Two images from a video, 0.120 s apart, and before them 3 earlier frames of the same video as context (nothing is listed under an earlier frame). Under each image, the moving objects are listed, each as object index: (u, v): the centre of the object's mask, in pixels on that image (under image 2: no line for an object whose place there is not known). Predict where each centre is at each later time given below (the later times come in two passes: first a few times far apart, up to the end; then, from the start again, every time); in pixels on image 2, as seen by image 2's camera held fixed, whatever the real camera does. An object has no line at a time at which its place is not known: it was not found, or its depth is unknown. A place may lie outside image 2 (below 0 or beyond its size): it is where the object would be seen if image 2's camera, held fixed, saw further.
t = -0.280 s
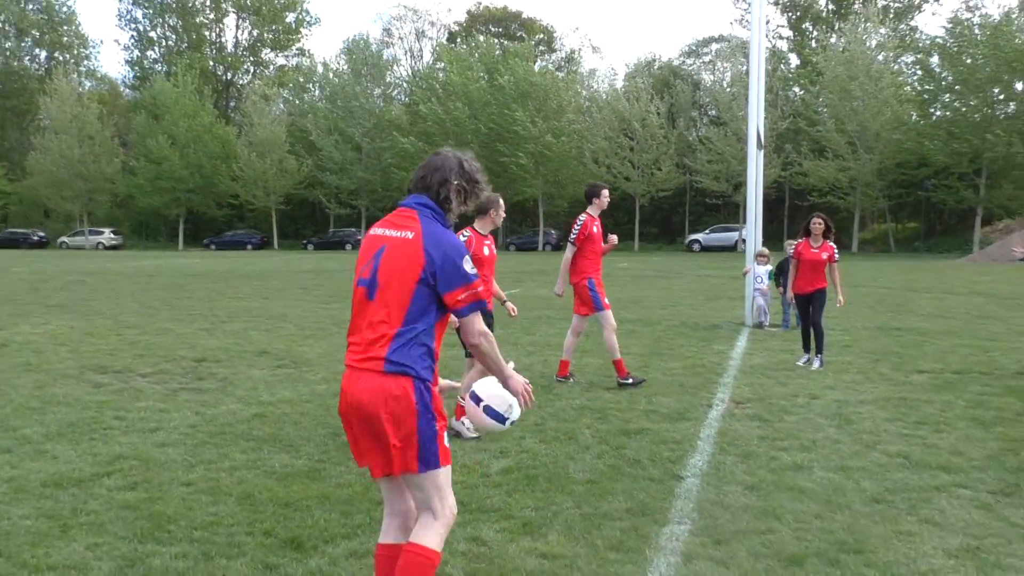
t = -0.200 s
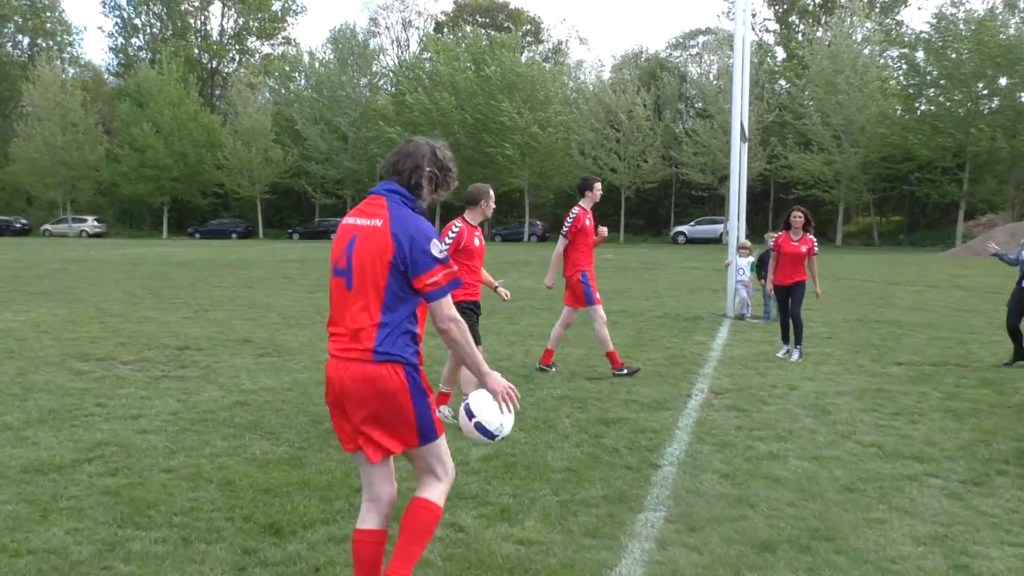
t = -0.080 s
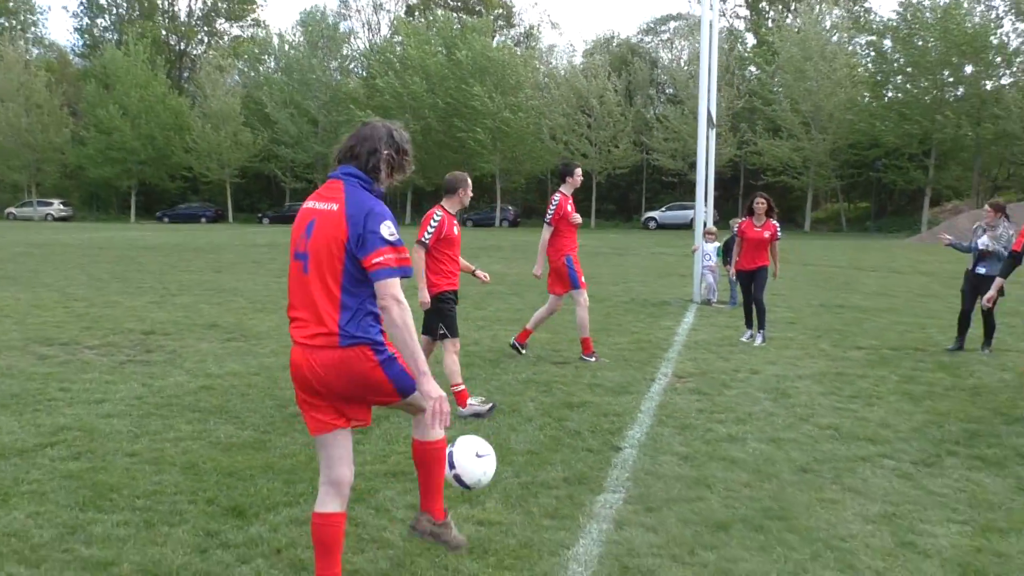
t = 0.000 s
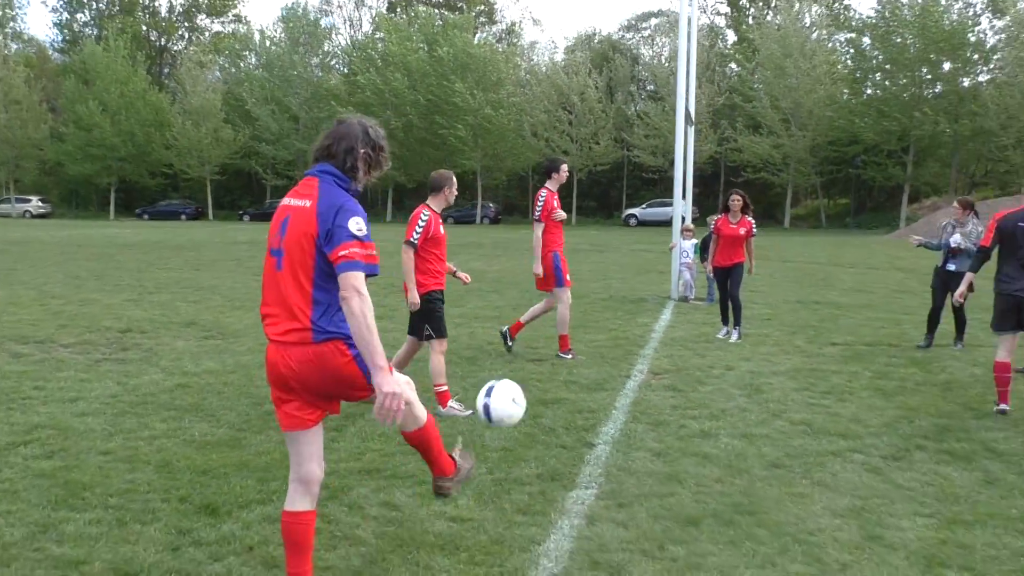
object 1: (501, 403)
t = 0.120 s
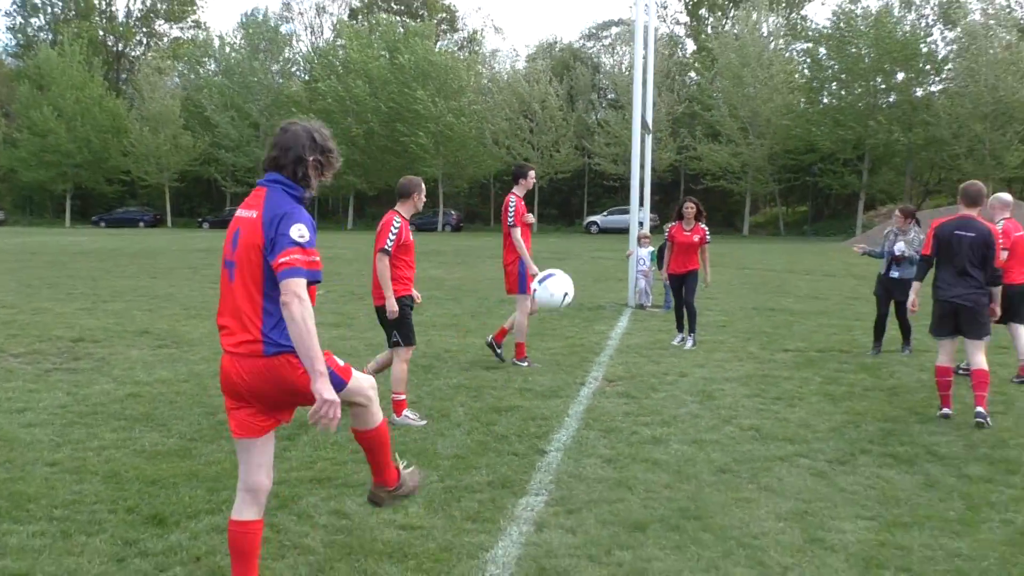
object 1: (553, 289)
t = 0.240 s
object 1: (623, 218)
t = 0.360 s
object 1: (676, 182)
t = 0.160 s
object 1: (579, 261)
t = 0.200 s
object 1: (602, 238)
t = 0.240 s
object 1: (623, 218)
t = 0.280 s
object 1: (642, 203)
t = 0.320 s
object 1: (659, 191)
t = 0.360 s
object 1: (676, 182)
